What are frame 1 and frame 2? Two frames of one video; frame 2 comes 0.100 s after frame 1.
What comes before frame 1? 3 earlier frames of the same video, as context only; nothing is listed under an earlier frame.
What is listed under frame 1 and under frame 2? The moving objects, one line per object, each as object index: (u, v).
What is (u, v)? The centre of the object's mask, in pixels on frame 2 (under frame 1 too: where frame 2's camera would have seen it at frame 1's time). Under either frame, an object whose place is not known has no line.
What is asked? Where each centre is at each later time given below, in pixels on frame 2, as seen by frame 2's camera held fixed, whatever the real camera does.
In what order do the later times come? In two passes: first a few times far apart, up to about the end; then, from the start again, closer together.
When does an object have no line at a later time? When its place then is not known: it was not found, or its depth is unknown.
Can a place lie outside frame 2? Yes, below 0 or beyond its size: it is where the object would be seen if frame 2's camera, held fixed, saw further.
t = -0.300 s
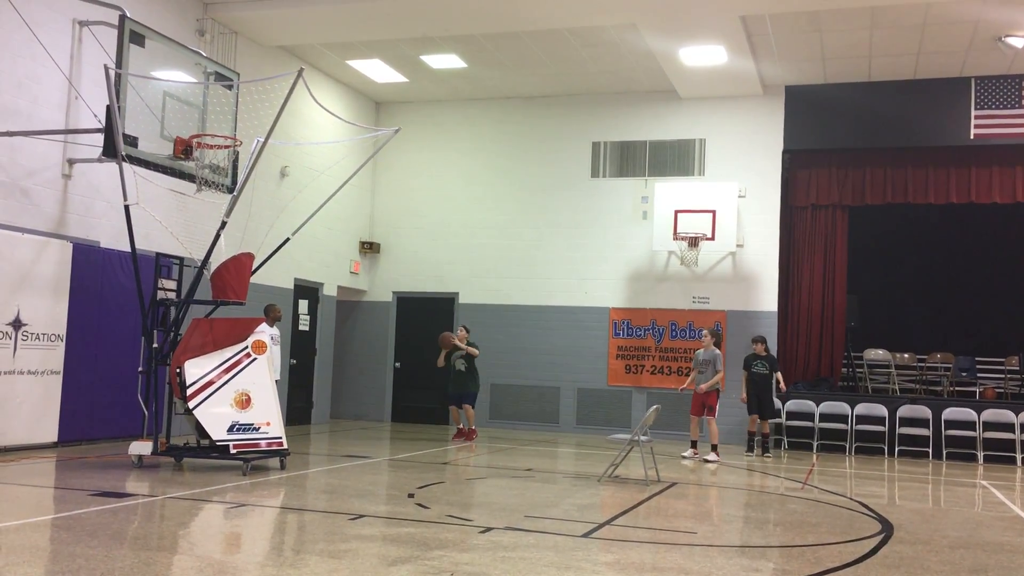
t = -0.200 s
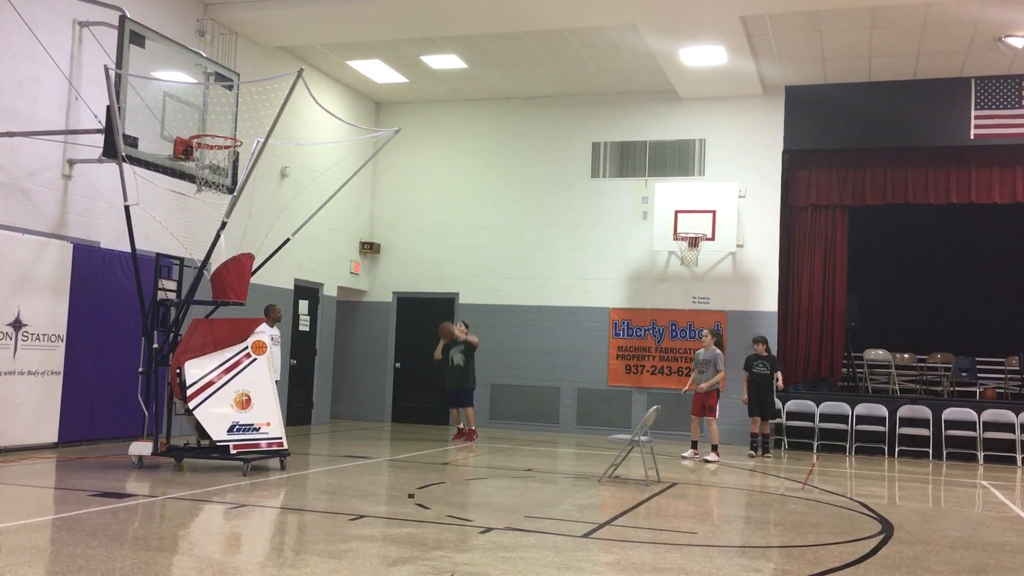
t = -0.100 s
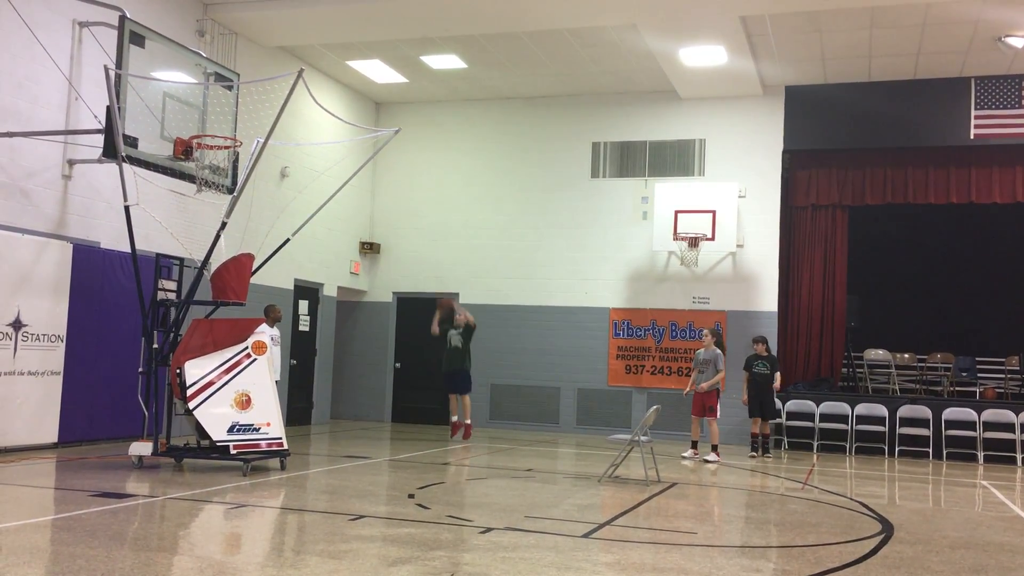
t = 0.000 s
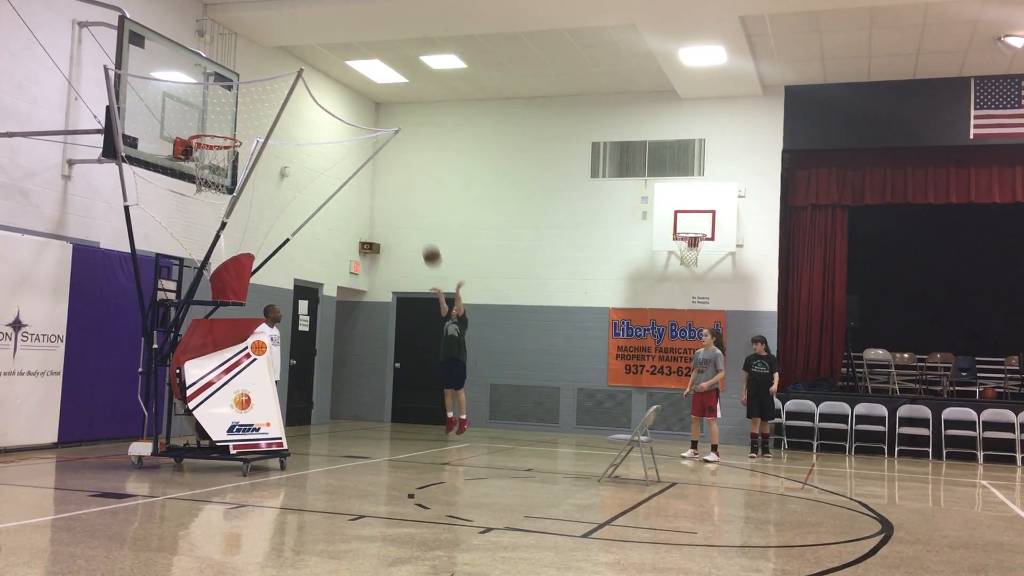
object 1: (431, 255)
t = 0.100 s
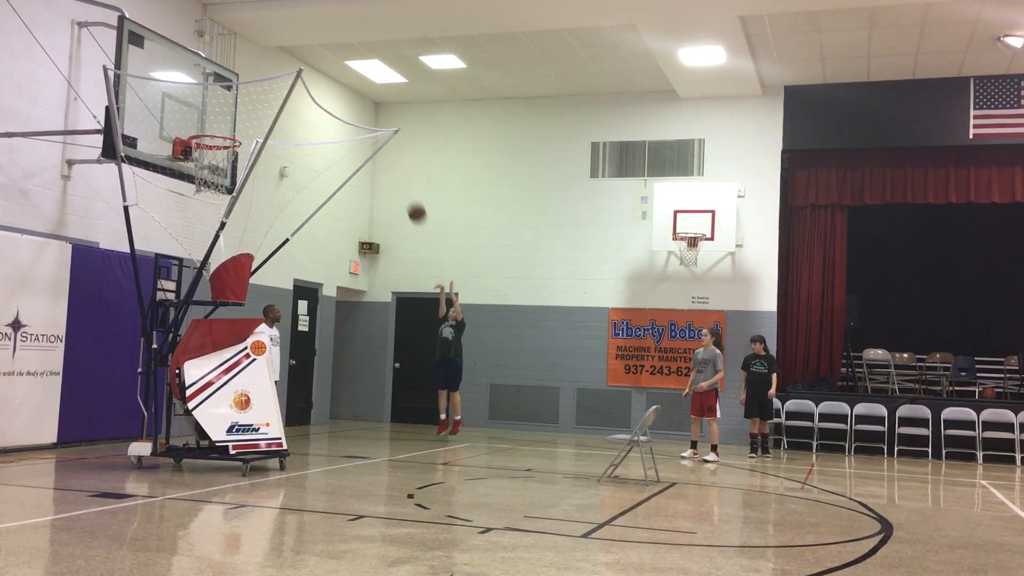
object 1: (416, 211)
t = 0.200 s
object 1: (401, 174)
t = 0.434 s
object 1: (362, 112)
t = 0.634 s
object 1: (323, 90)
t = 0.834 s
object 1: (274, 100)
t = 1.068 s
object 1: (232, 110)
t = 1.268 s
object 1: (223, 73)
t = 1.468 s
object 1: (210, 72)
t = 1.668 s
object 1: (195, 116)
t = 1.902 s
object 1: (174, 221)
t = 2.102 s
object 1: (209, 233)
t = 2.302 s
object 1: (268, 246)
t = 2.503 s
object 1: (245, 224)
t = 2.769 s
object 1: (187, 231)
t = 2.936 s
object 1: (184, 239)
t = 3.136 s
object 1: (224, 247)
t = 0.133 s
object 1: (411, 199)
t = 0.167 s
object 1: (406, 186)
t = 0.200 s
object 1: (401, 174)
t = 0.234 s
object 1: (396, 164)
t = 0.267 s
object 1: (391, 154)
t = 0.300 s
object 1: (386, 145)
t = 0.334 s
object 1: (379, 135)
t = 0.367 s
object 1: (373, 125)
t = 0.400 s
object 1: (368, 119)
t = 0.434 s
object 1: (362, 112)
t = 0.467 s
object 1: (356, 107)
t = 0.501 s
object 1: (349, 102)
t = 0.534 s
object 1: (343, 97)
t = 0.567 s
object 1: (336, 94)
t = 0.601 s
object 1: (330, 91)
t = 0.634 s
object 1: (323, 90)
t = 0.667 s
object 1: (317, 89)
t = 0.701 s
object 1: (308, 90)
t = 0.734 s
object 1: (302, 92)
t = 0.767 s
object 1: (293, 94)
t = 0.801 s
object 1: (283, 96)
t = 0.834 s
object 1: (274, 100)
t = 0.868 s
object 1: (267, 107)
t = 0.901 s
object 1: (259, 113)
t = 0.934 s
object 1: (250, 121)
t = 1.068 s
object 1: (232, 110)
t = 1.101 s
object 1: (231, 102)
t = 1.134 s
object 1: (230, 94)
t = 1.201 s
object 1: (226, 80)
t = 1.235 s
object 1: (225, 76)
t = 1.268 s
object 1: (223, 73)
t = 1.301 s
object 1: (221, 69)
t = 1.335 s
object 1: (219, 68)
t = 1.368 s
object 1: (217, 68)
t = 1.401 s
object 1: (215, 68)
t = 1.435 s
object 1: (213, 70)
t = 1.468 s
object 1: (210, 72)
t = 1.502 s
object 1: (208, 78)
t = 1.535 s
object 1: (206, 83)
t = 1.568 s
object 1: (203, 90)
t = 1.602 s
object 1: (201, 97)
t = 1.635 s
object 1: (198, 105)
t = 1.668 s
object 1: (195, 116)
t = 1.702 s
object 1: (193, 127)
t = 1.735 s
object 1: (189, 141)
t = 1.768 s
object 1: (188, 154)
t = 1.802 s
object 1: (184, 168)
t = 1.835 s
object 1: (181, 184)
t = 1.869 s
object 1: (177, 203)
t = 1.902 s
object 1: (174, 221)
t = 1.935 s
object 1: (172, 235)
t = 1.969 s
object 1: (172, 240)
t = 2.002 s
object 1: (177, 239)
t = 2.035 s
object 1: (187, 237)
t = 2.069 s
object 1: (198, 234)
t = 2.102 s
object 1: (209, 233)
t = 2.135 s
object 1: (221, 233)
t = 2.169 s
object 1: (233, 234)
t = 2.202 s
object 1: (243, 236)
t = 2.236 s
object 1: (252, 239)
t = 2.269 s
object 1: (261, 242)
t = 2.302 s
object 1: (268, 246)
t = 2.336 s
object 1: (270, 246)
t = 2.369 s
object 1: (269, 244)
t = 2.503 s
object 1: (245, 224)
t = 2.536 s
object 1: (239, 221)
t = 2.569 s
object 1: (231, 219)
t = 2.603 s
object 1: (223, 218)
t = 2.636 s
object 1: (216, 219)
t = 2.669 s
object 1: (208, 220)
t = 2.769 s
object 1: (187, 231)
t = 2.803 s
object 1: (181, 235)
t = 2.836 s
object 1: (177, 239)
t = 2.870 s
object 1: (177, 241)
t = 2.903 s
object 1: (179, 241)
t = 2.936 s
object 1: (184, 239)
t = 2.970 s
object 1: (190, 238)
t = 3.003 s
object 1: (196, 237)
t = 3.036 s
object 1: (202, 237)
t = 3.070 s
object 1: (209, 239)
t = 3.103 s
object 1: (216, 242)
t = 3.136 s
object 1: (224, 247)
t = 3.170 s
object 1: (228, 249)
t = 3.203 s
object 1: (232, 250)
